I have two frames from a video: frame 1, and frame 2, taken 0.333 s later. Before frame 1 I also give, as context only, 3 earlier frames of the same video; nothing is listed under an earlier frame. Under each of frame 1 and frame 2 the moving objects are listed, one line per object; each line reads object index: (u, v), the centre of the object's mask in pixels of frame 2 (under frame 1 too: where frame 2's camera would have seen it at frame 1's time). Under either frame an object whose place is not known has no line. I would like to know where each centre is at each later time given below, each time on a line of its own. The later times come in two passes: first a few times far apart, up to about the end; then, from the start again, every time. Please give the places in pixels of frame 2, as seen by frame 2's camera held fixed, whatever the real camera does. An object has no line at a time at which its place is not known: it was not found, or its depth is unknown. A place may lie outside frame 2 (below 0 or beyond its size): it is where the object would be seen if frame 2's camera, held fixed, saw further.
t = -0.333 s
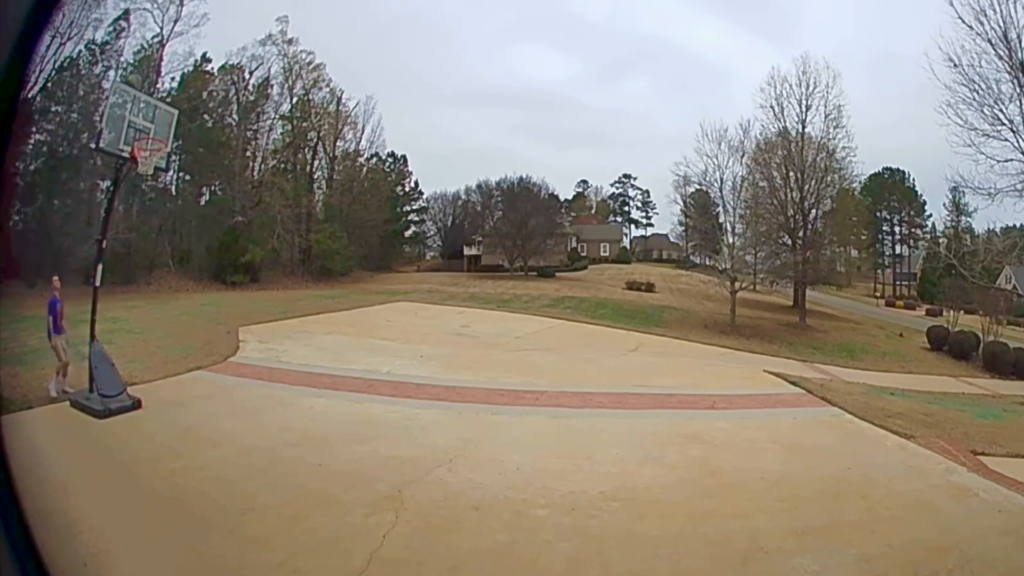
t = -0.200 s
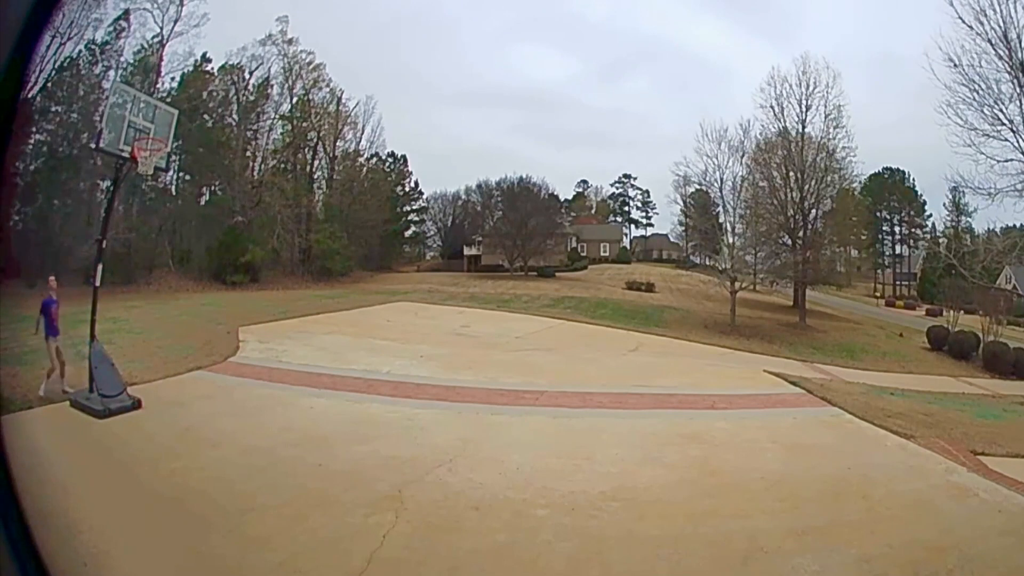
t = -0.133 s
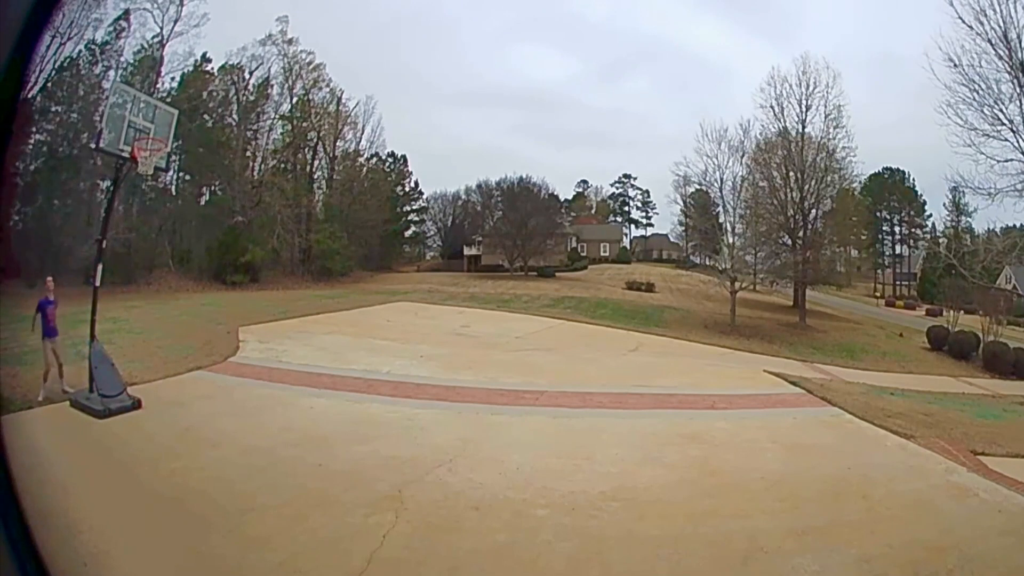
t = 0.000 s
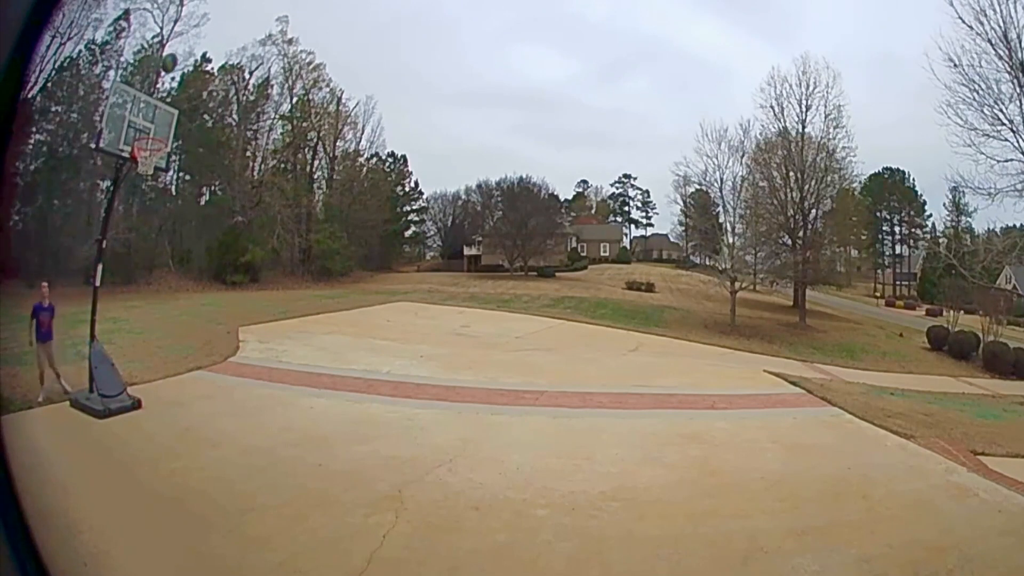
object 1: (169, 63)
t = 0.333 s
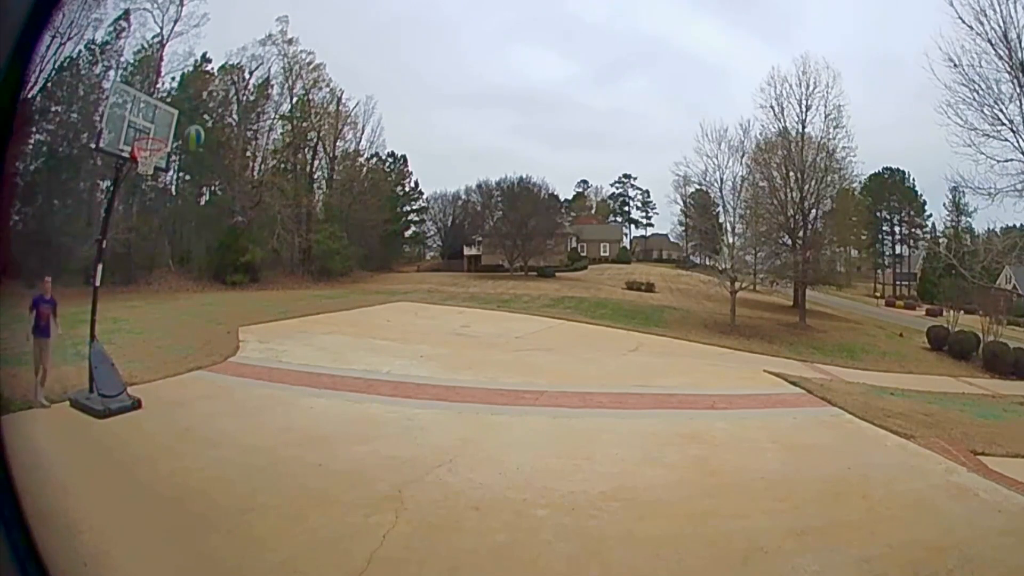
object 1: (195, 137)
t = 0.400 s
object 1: (199, 168)
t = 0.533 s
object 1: (215, 254)
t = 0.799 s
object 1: (268, 400)
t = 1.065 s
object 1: (284, 255)
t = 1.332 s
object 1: (310, 194)
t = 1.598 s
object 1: (333, 209)
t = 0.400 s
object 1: (199, 168)
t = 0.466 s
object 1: (206, 207)
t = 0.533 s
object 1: (215, 254)
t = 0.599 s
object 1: (227, 309)
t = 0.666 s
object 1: (244, 370)
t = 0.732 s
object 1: (267, 436)
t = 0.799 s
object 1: (268, 400)
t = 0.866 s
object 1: (269, 358)
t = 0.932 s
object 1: (273, 320)
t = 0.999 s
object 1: (278, 285)
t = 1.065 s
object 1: (284, 255)
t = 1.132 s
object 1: (291, 233)
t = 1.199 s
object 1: (298, 213)
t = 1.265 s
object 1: (304, 201)
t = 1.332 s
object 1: (310, 194)
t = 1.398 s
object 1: (317, 190)
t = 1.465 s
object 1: (322, 191)
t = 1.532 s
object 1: (328, 198)
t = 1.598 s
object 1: (333, 209)
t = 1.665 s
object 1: (339, 226)
